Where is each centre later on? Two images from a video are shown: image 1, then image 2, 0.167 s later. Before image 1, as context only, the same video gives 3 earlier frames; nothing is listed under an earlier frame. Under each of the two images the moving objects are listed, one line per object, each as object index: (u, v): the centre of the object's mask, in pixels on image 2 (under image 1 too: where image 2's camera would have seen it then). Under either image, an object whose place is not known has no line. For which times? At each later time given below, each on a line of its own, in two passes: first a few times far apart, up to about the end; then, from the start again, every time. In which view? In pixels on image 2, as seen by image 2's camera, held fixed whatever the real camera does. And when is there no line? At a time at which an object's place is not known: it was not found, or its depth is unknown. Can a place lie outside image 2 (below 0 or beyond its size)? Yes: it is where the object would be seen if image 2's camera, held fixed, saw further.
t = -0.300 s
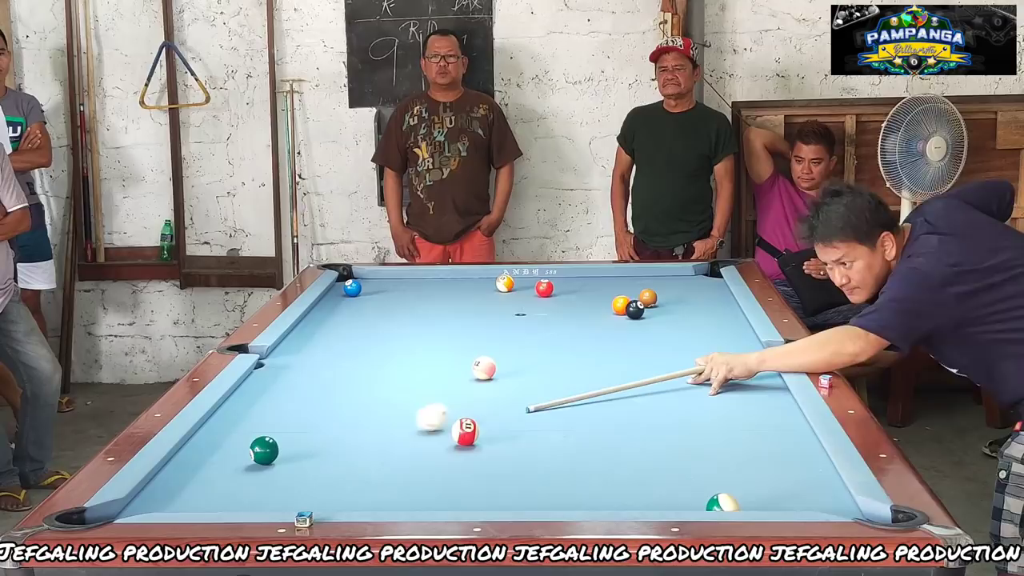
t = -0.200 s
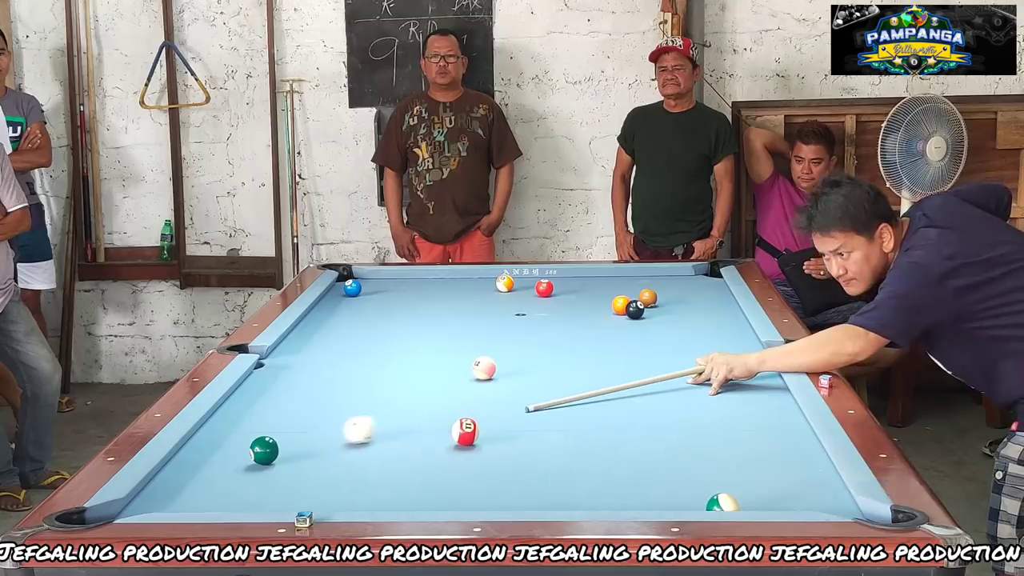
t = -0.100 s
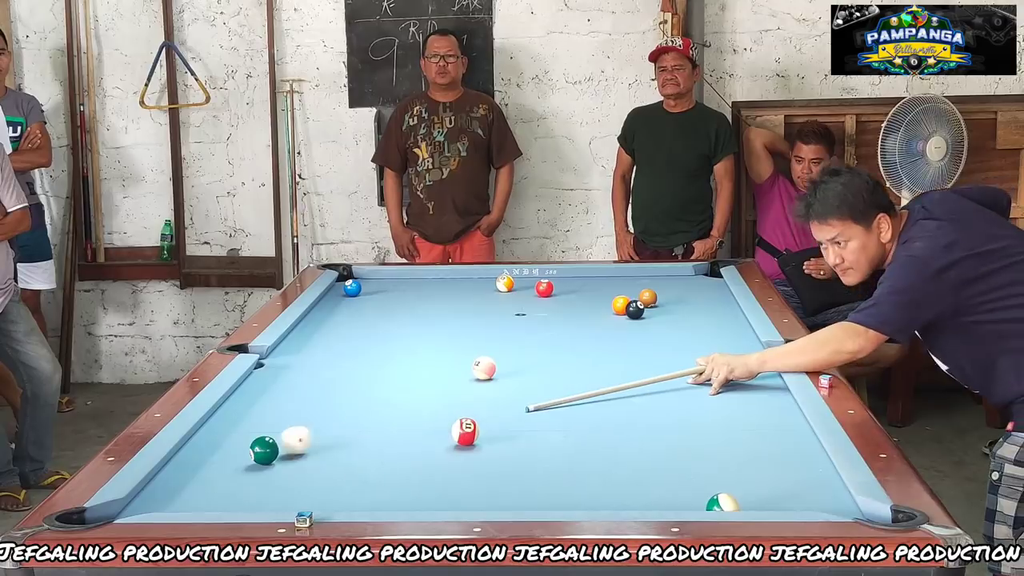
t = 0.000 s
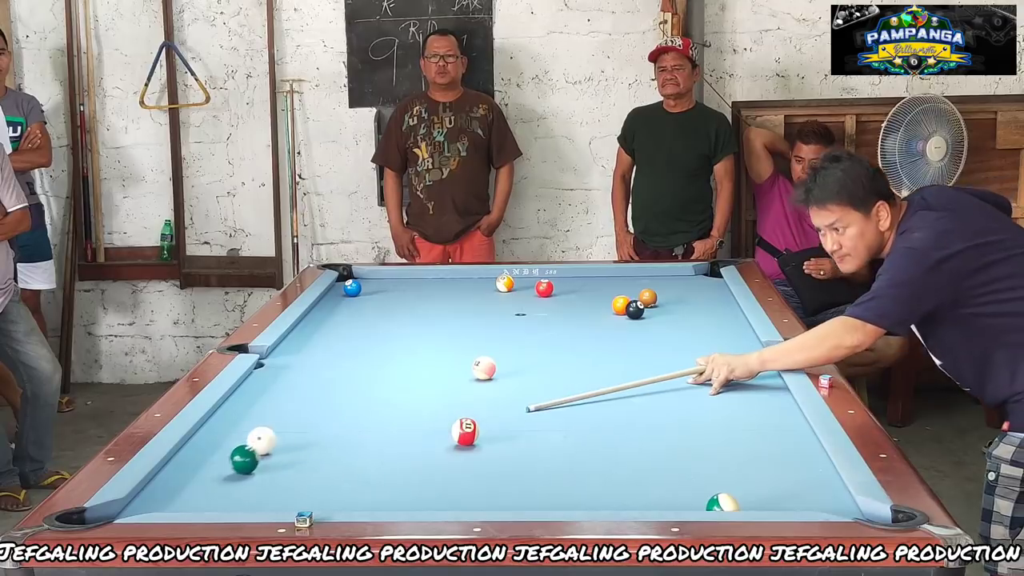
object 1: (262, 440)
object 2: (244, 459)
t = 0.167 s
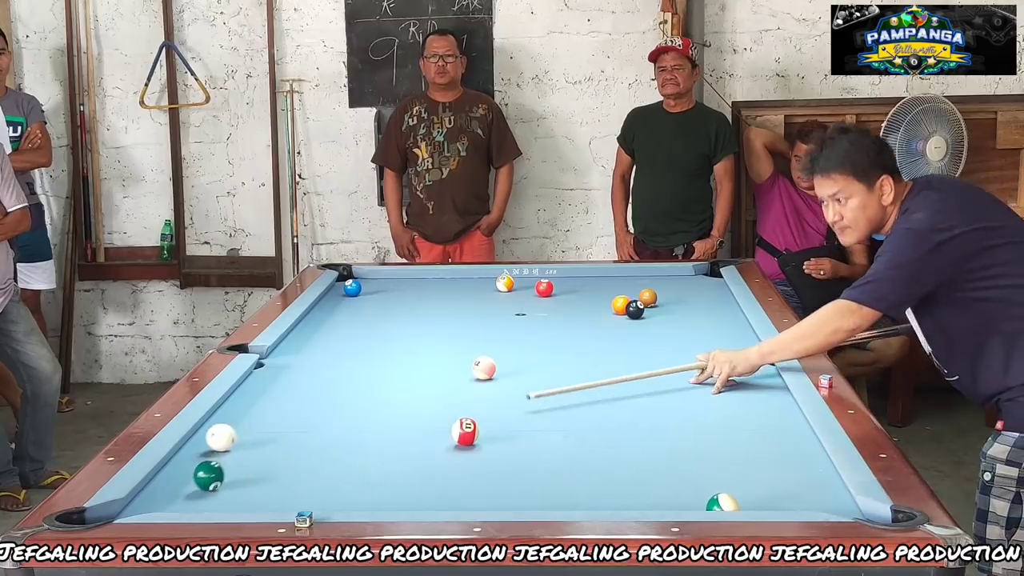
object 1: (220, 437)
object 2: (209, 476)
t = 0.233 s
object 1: (205, 436)
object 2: (194, 482)
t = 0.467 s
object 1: (234, 428)
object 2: (142, 503)
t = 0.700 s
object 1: (270, 419)
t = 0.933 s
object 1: (304, 411)
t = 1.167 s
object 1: (334, 404)
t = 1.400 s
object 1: (361, 398)
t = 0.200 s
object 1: (213, 437)
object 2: (201, 479)
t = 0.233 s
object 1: (205, 436)
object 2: (194, 482)
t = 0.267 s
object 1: (200, 435)
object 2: (187, 485)
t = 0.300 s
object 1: (207, 434)
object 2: (180, 489)
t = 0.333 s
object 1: (212, 433)
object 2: (173, 492)
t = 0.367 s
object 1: (218, 431)
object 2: (165, 495)
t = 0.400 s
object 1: (223, 430)
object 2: (158, 498)
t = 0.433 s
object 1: (229, 429)
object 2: (150, 500)
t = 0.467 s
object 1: (234, 428)
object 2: (142, 503)
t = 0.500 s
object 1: (240, 426)
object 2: (134, 505)
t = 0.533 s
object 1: (245, 425)
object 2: (126, 508)
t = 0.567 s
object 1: (250, 424)
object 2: (119, 510)
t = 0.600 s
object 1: (256, 422)
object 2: (112, 515)
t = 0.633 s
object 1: (261, 421)
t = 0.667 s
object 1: (266, 420)
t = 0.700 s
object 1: (270, 419)
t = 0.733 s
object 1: (276, 418)
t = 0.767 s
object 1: (281, 416)
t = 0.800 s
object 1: (285, 415)
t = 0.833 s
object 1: (290, 414)
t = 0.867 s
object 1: (295, 413)
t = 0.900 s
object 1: (299, 412)
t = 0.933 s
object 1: (304, 411)
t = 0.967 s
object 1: (308, 410)
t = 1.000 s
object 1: (313, 409)
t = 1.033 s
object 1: (317, 408)
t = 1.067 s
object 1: (322, 407)
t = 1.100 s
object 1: (326, 406)
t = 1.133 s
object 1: (330, 405)
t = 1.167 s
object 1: (334, 404)
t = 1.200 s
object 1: (338, 403)
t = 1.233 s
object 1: (342, 402)
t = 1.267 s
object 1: (346, 401)
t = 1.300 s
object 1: (350, 400)
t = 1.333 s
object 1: (354, 399)
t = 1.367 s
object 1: (357, 398)
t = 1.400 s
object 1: (361, 398)
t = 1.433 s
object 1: (365, 397)
